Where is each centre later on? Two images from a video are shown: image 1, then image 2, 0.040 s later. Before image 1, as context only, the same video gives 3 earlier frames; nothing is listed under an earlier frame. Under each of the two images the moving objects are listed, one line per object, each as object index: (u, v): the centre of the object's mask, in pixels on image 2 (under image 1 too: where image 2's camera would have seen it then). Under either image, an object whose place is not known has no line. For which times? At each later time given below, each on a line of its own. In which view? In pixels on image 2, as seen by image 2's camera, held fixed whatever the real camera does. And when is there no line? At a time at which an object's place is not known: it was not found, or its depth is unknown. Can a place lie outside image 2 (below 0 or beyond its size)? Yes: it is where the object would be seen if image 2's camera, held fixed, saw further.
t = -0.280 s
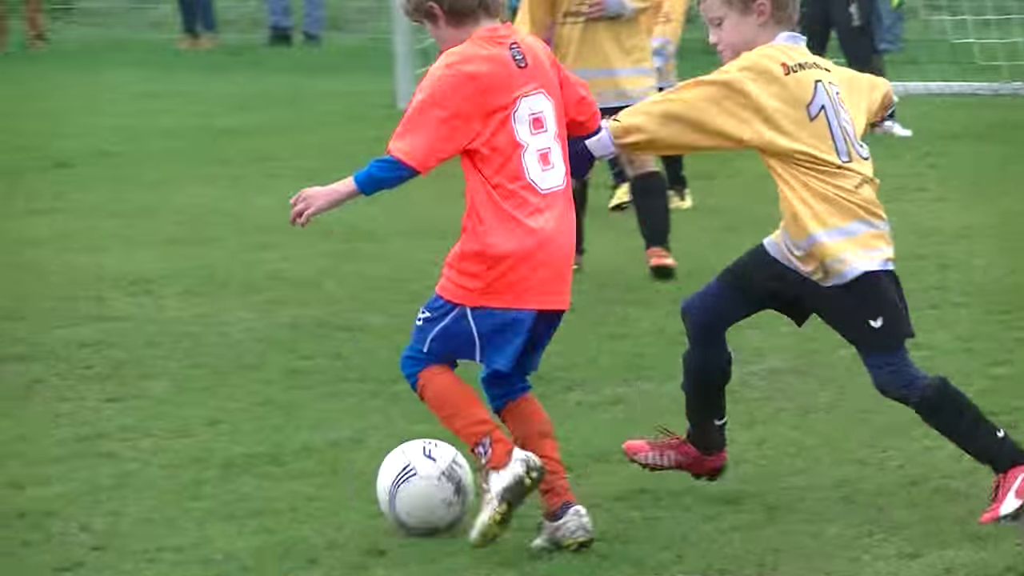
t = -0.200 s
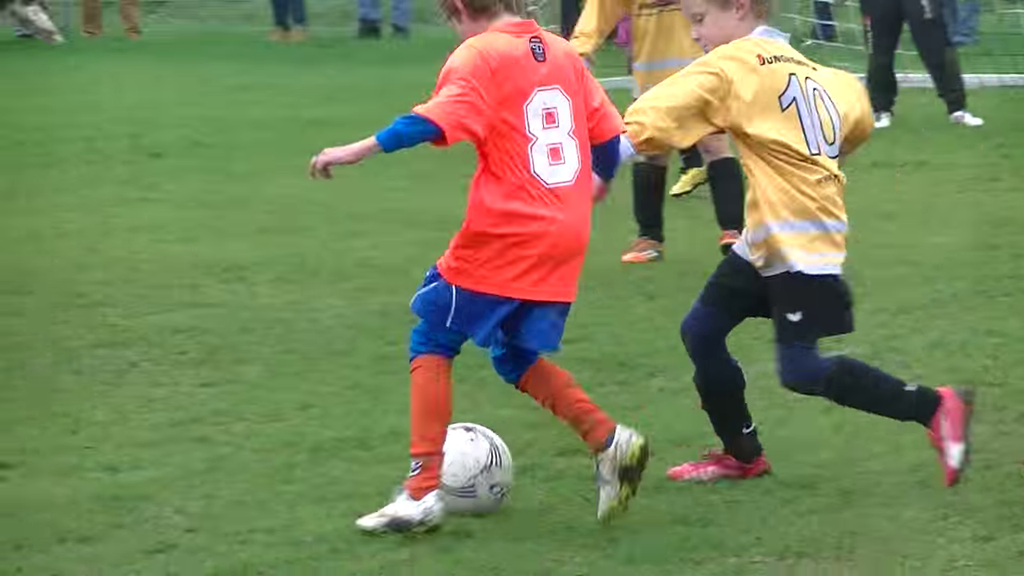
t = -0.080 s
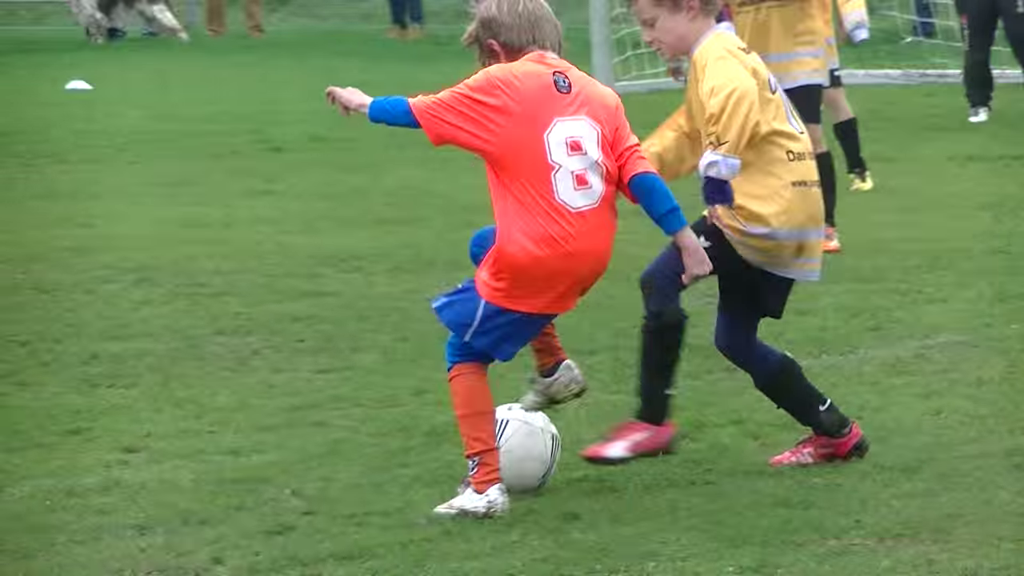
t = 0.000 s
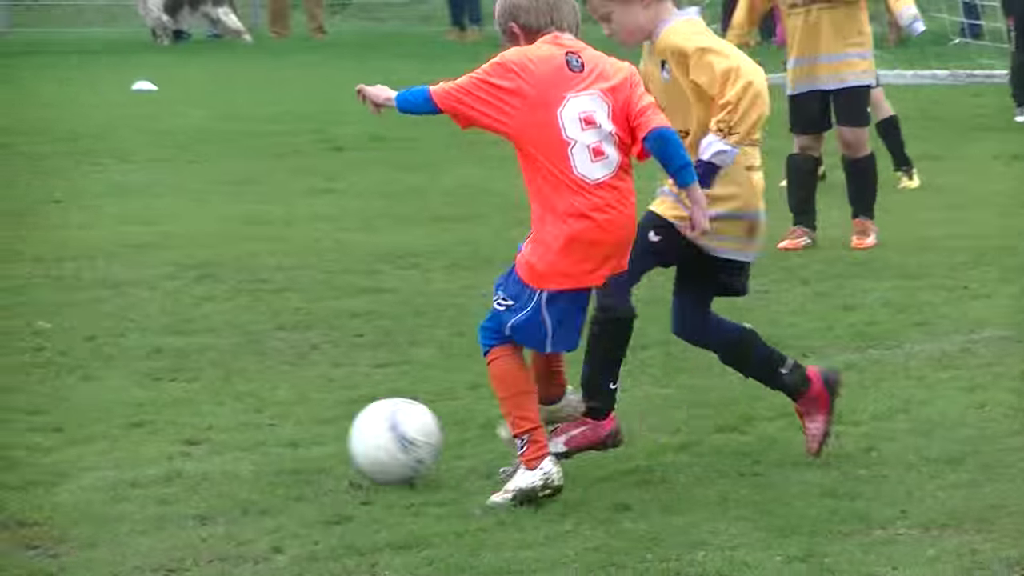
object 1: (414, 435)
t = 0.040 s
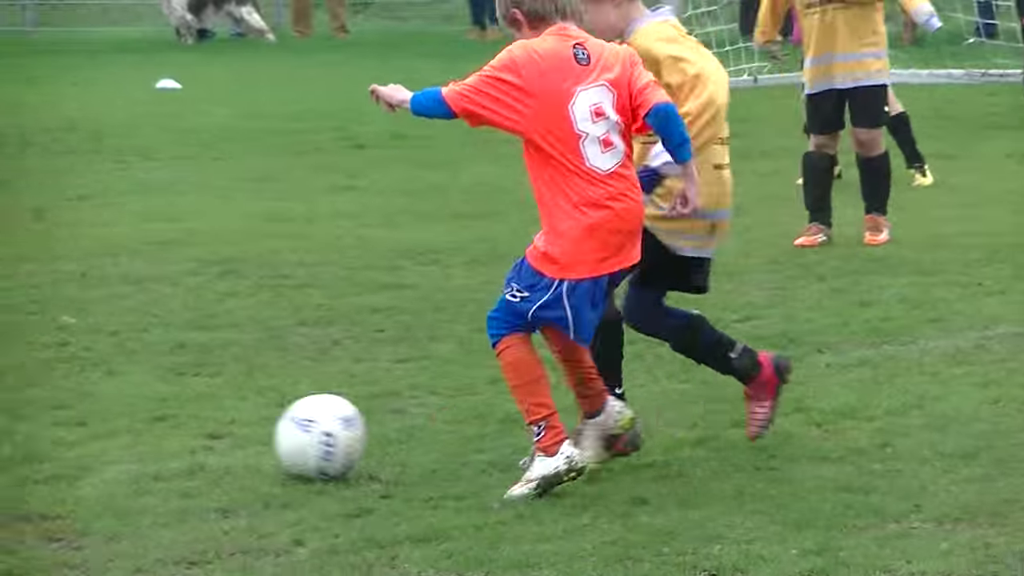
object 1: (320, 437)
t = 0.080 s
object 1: (232, 439)
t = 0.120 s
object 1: (144, 440)
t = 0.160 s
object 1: (59, 448)
